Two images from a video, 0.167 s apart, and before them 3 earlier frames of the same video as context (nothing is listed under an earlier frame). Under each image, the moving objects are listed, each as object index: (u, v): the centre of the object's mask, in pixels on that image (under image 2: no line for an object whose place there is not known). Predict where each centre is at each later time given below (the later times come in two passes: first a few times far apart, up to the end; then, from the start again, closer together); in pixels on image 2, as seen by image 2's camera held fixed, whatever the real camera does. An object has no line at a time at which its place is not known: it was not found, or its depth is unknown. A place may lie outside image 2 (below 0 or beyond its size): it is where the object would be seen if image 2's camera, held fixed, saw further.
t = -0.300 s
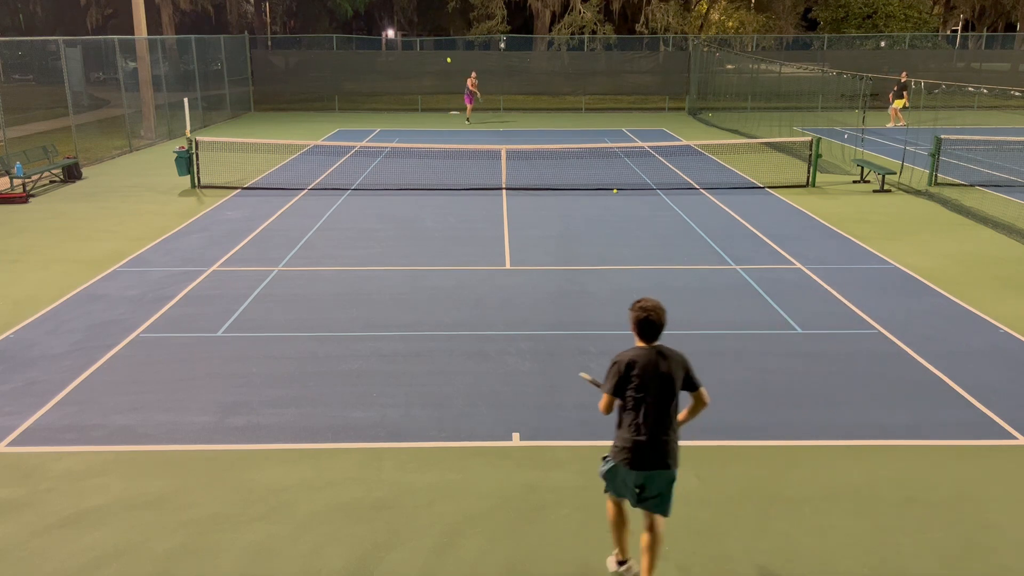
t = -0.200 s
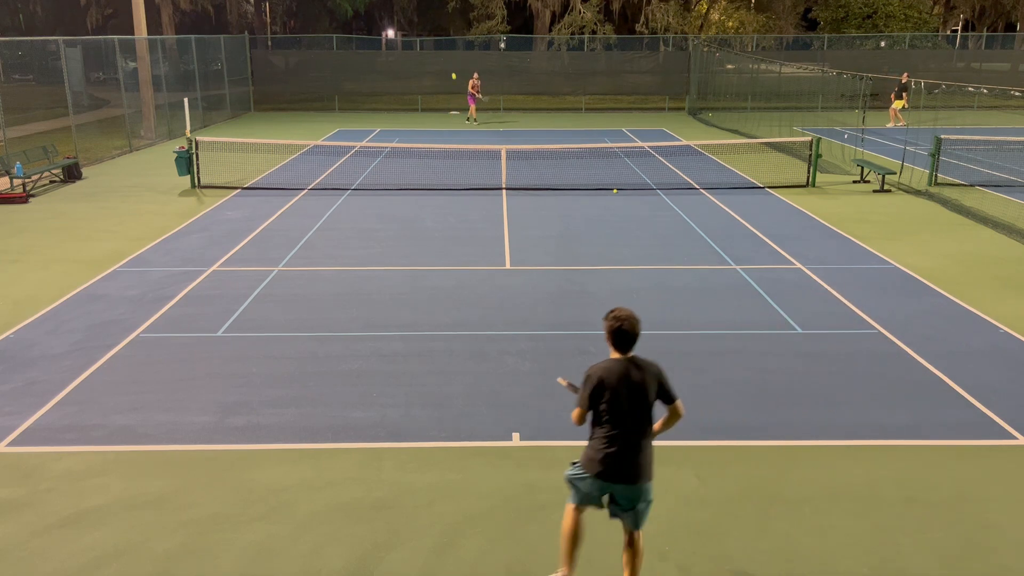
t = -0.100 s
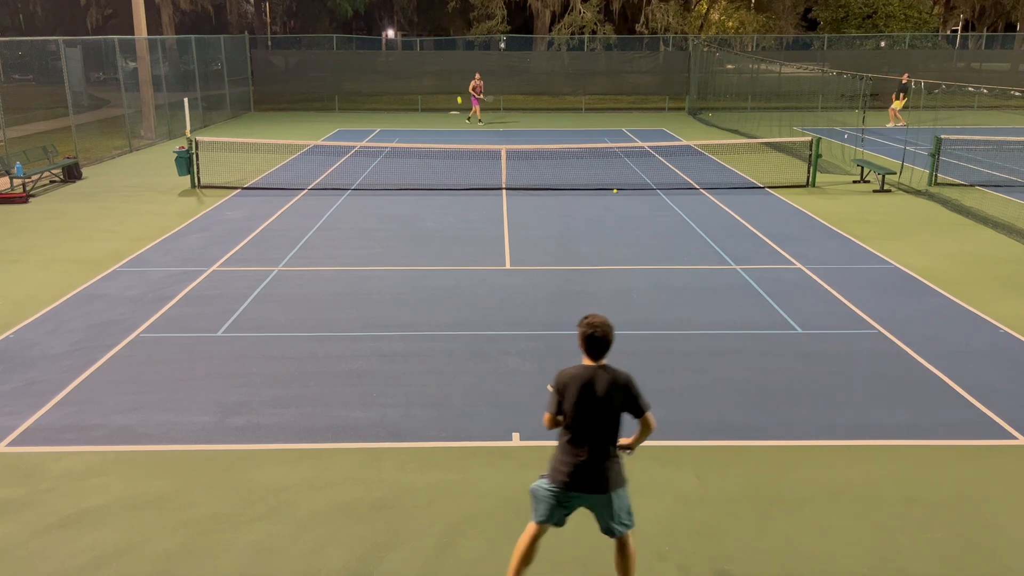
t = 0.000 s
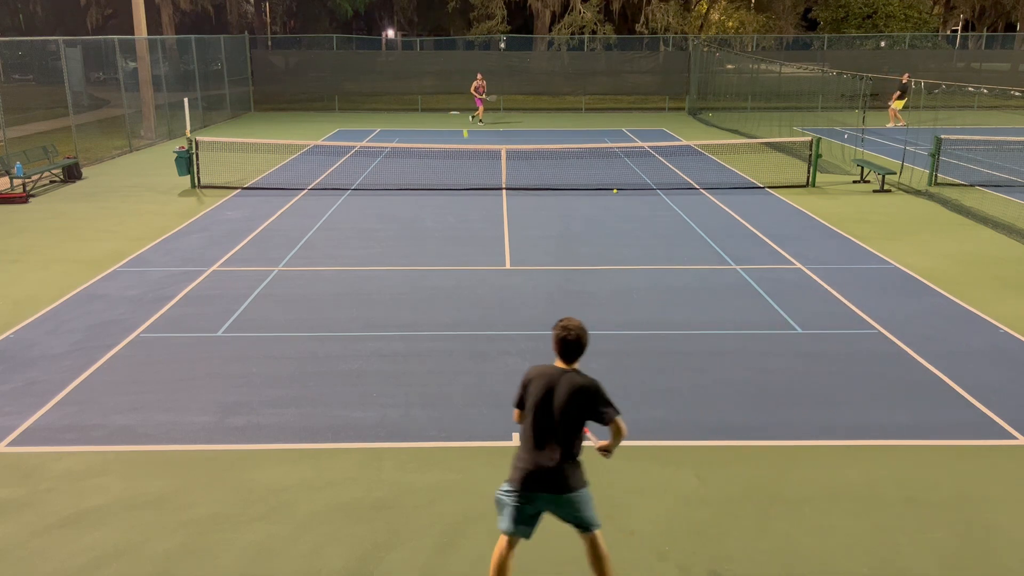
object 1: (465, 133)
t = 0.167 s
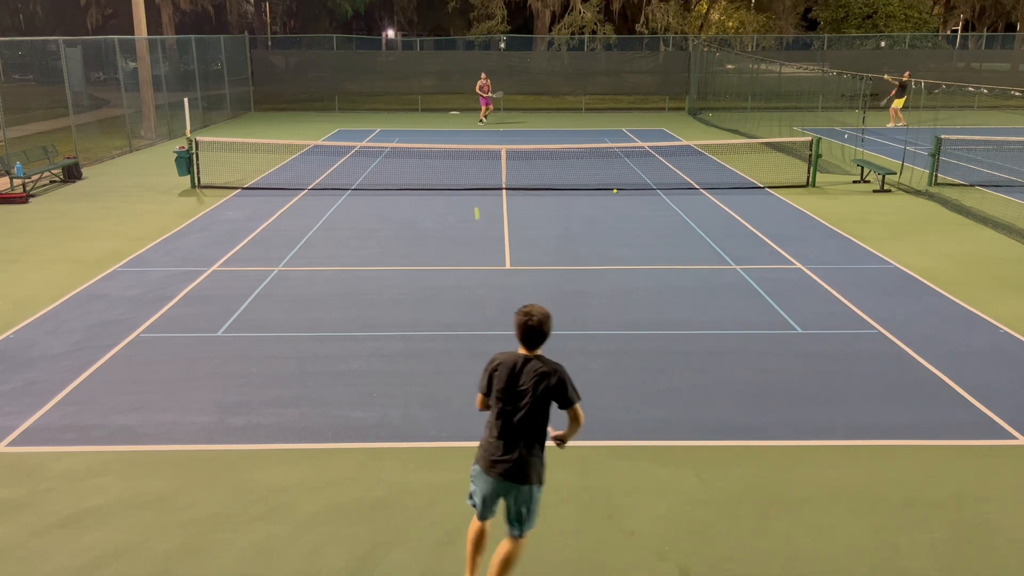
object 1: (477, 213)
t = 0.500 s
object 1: (504, 203)
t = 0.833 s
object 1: (547, 227)
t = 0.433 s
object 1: (498, 211)
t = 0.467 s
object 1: (501, 207)
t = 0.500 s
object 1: (504, 203)
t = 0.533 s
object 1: (507, 200)
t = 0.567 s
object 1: (512, 199)
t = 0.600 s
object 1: (516, 198)
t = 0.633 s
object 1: (519, 198)
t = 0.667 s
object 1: (523, 199)
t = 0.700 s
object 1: (528, 202)
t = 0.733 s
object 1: (532, 206)
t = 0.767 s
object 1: (537, 211)
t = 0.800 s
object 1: (542, 218)
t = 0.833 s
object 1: (547, 227)
